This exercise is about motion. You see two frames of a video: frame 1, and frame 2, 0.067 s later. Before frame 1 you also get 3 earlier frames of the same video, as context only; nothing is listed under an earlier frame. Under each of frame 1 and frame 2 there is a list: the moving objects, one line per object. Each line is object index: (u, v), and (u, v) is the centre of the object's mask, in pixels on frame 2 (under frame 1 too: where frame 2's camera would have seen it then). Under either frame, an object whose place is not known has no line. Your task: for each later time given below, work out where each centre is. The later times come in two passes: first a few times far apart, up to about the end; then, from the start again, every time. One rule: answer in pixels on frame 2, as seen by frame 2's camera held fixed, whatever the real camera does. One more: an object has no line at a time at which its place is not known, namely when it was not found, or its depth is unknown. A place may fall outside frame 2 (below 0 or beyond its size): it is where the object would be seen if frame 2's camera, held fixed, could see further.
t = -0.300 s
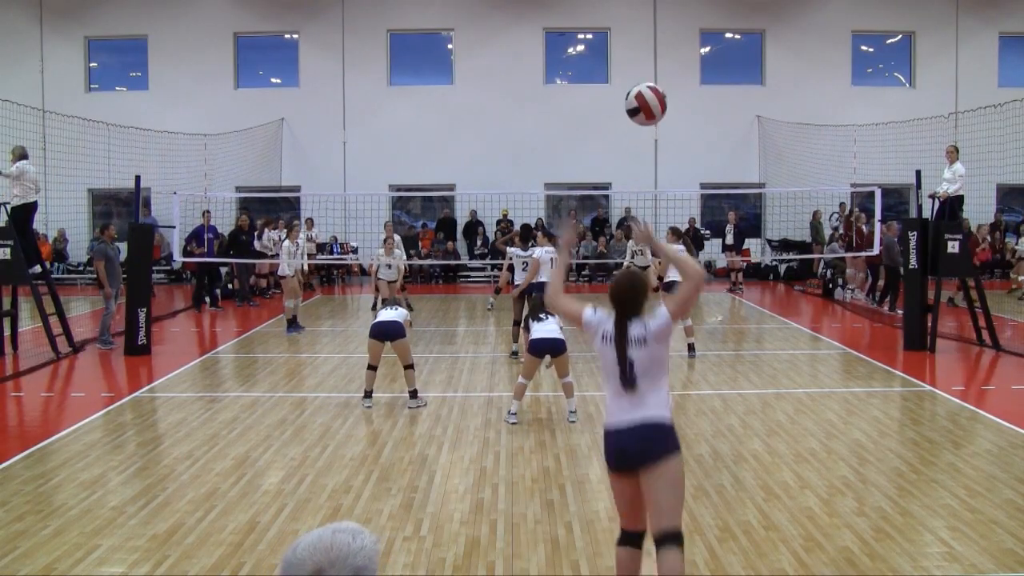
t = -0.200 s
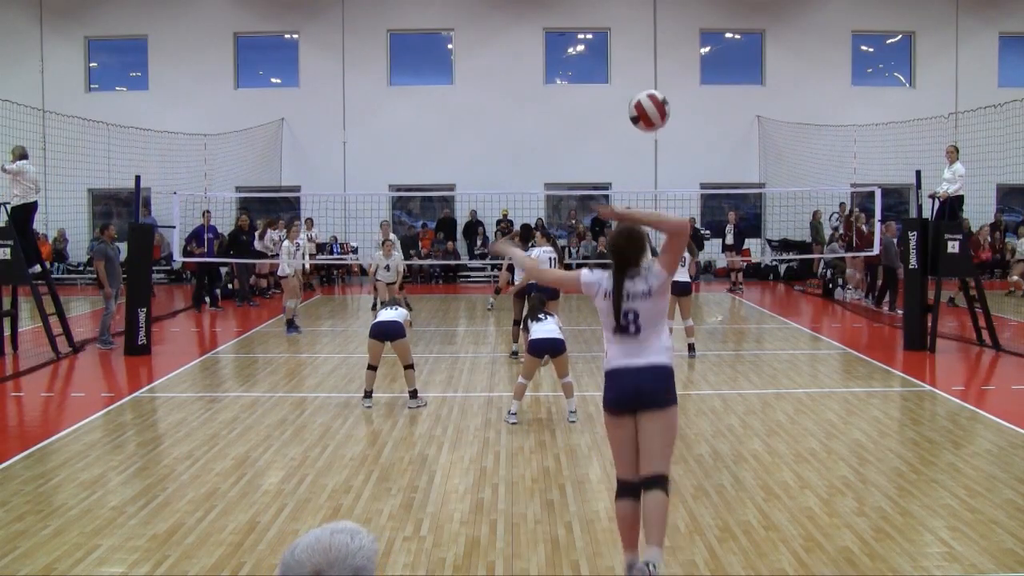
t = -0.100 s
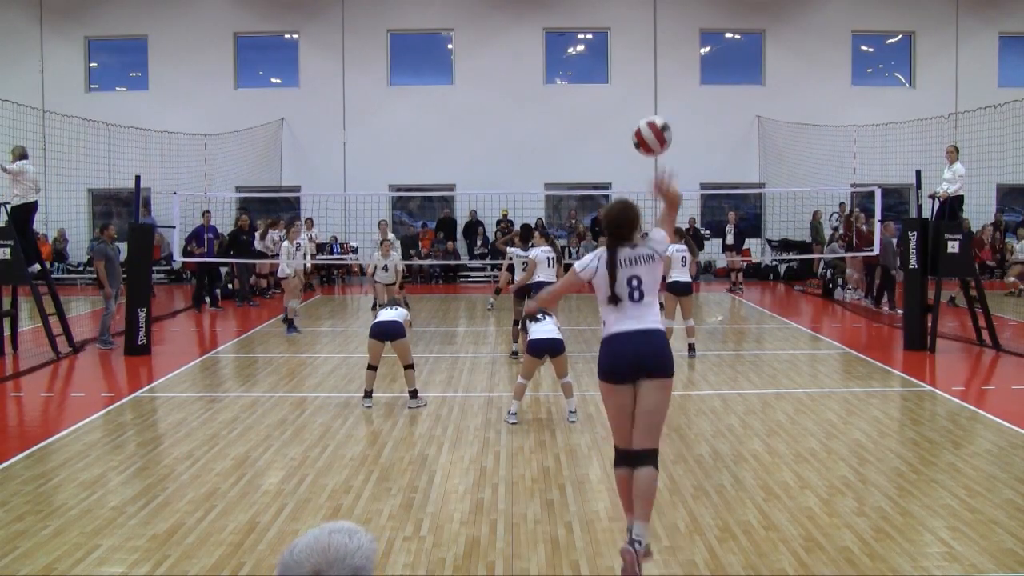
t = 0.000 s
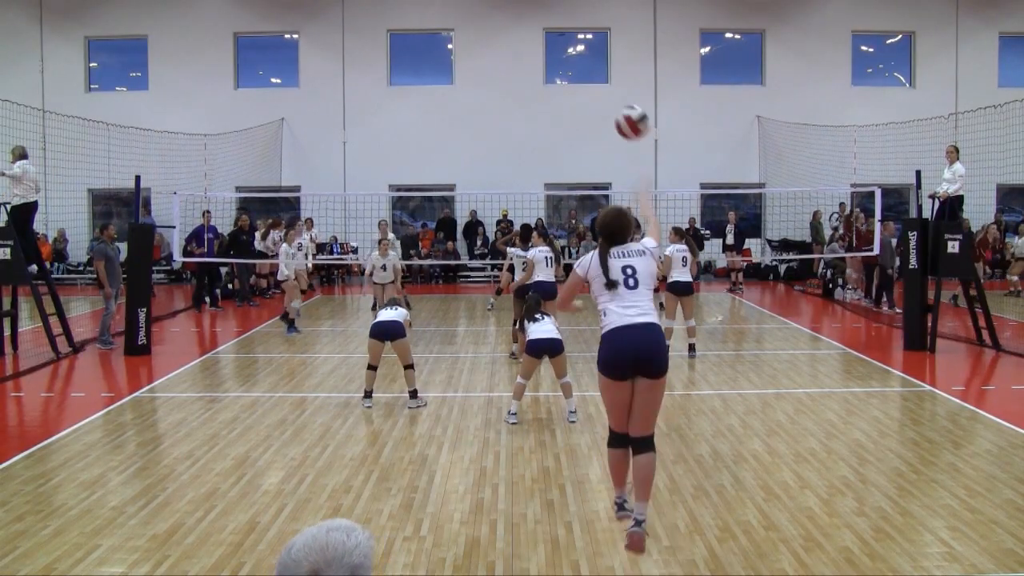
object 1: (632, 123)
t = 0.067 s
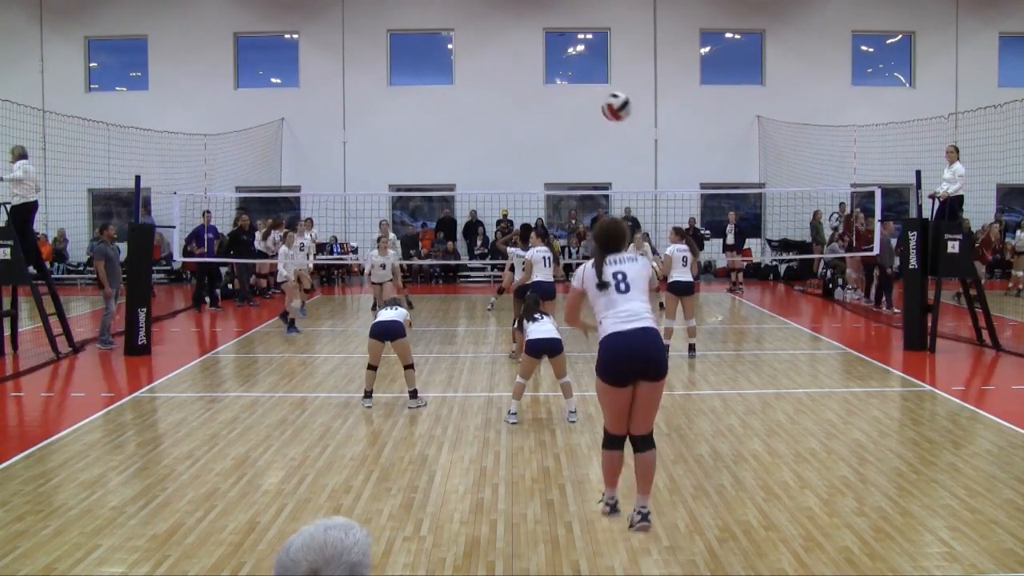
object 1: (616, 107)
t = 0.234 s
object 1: (595, 102)
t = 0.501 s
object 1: (573, 144)
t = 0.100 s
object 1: (610, 102)
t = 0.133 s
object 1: (605, 100)
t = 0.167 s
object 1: (601, 99)
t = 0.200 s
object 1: (598, 100)
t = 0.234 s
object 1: (595, 102)
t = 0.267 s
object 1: (591, 105)
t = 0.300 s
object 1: (588, 110)
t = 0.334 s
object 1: (586, 113)
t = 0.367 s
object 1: (583, 118)
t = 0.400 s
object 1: (580, 124)
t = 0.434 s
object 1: (578, 130)
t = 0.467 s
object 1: (575, 137)
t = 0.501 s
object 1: (573, 144)
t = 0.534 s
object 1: (571, 152)
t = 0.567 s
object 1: (570, 159)
